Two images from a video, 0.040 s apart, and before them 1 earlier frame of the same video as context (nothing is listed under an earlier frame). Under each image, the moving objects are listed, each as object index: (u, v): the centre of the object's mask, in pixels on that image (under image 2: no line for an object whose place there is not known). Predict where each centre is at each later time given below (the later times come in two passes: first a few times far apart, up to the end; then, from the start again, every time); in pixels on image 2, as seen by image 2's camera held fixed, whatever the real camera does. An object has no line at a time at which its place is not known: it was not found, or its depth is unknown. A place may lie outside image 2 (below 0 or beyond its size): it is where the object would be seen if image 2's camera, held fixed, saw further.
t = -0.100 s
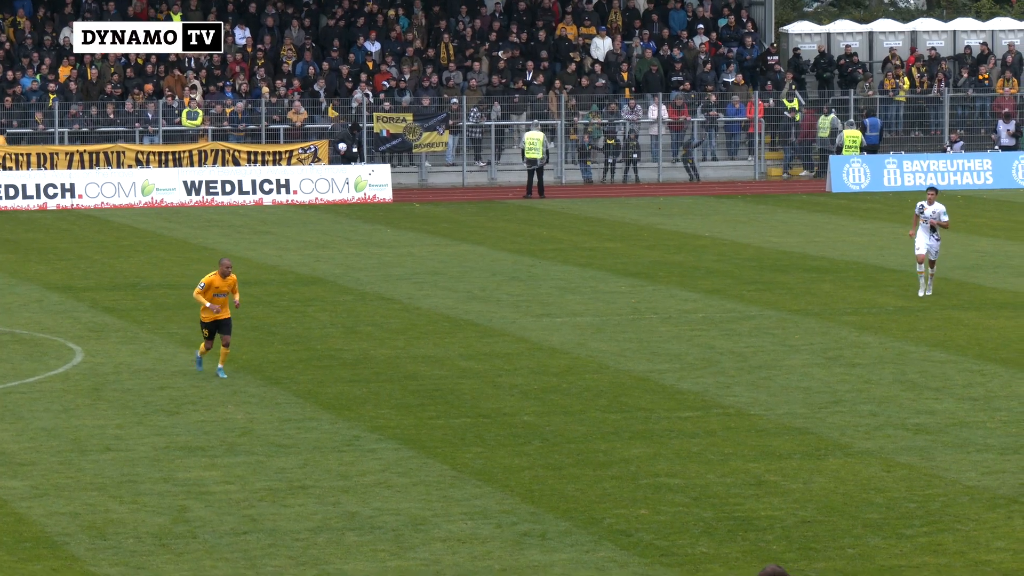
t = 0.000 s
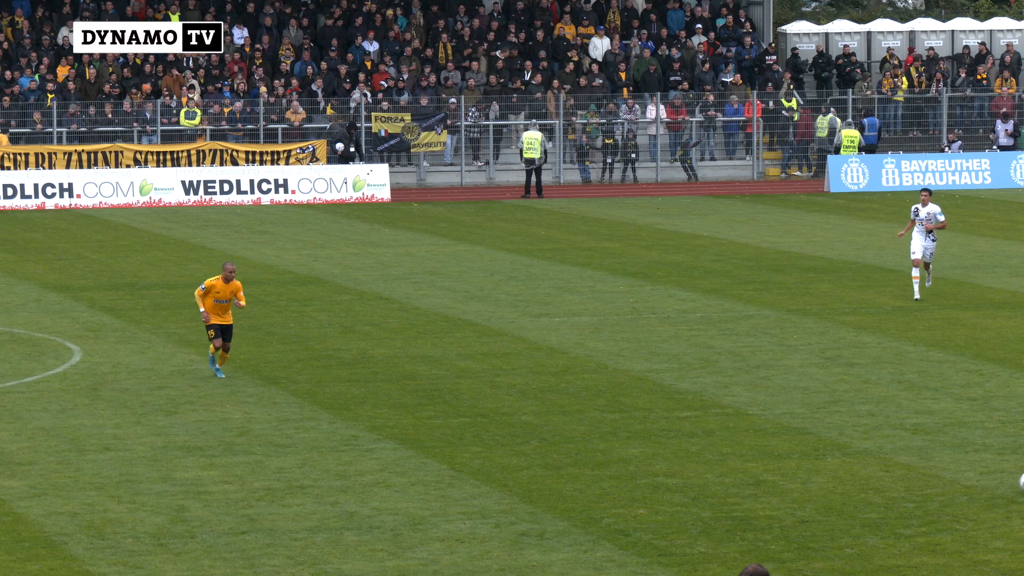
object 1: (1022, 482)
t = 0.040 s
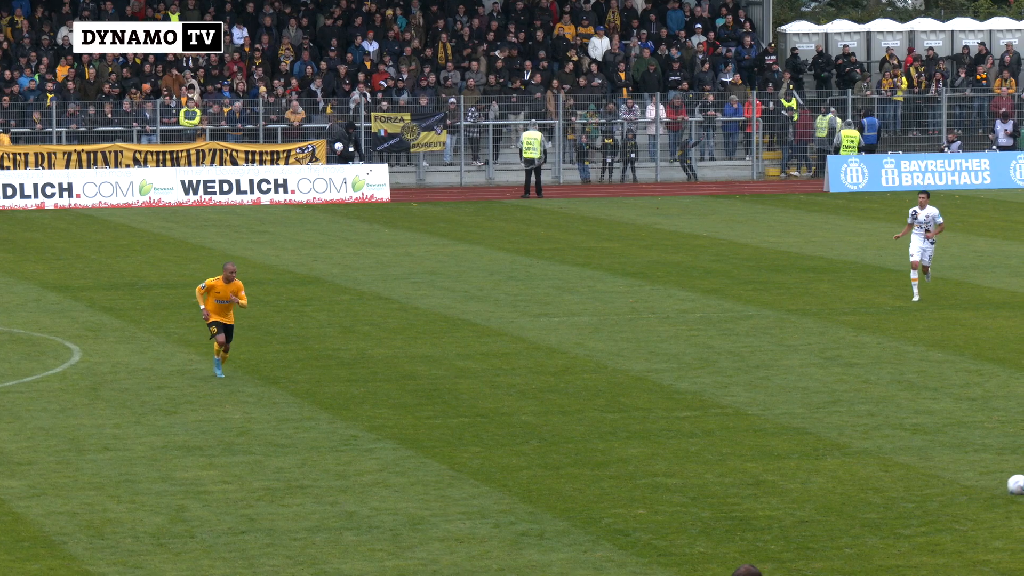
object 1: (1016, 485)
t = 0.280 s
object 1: (956, 491)
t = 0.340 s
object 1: (941, 491)
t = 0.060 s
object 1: (1012, 485)
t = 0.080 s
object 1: (1007, 485)
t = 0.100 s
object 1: (1001, 485)
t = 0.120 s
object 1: (996, 486)
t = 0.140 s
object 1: (991, 486)
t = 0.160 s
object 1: (985, 487)
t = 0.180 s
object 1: (980, 488)
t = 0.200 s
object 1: (975, 488)
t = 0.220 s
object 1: (970, 489)
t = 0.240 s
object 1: (965, 489)
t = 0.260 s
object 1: (961, 490)
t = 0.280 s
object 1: (956, 491)
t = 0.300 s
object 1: (951, 491)
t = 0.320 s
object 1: (946, 491)
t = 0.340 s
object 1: (941, 491)
